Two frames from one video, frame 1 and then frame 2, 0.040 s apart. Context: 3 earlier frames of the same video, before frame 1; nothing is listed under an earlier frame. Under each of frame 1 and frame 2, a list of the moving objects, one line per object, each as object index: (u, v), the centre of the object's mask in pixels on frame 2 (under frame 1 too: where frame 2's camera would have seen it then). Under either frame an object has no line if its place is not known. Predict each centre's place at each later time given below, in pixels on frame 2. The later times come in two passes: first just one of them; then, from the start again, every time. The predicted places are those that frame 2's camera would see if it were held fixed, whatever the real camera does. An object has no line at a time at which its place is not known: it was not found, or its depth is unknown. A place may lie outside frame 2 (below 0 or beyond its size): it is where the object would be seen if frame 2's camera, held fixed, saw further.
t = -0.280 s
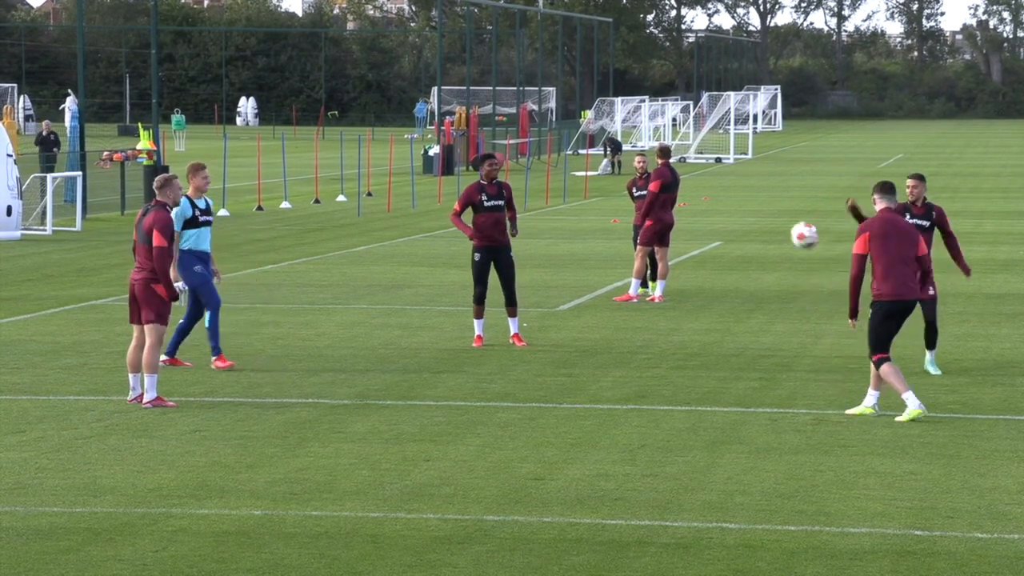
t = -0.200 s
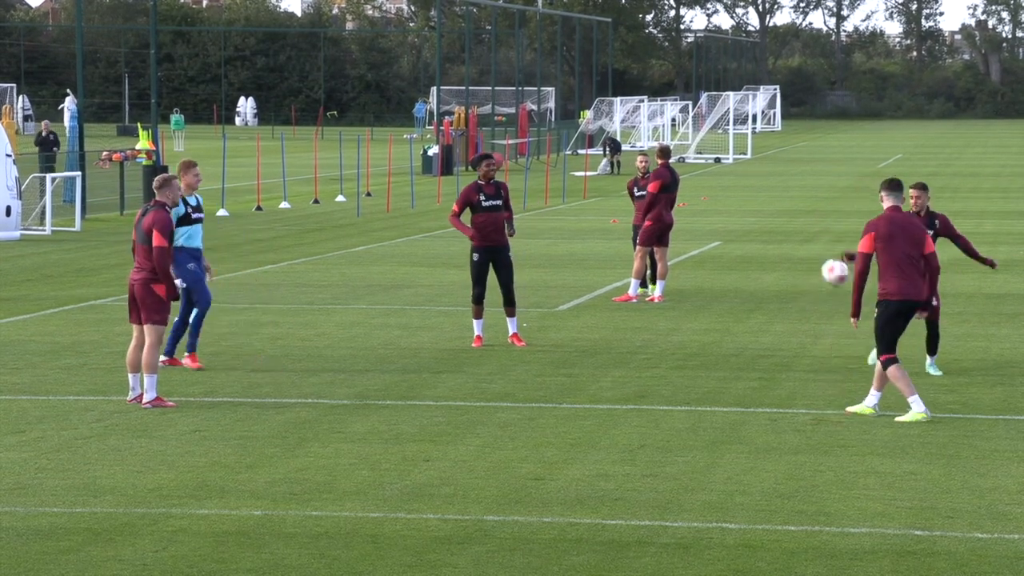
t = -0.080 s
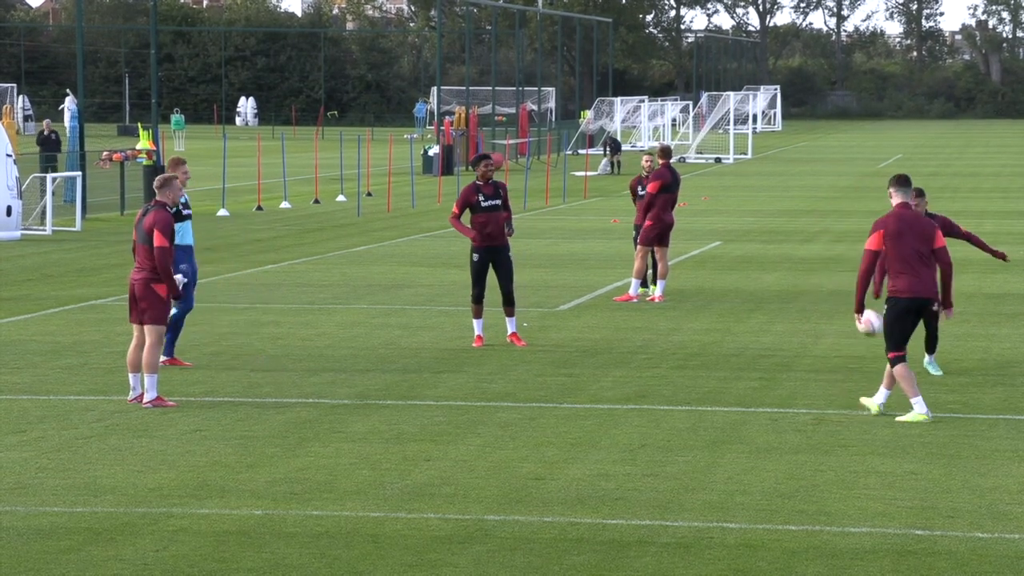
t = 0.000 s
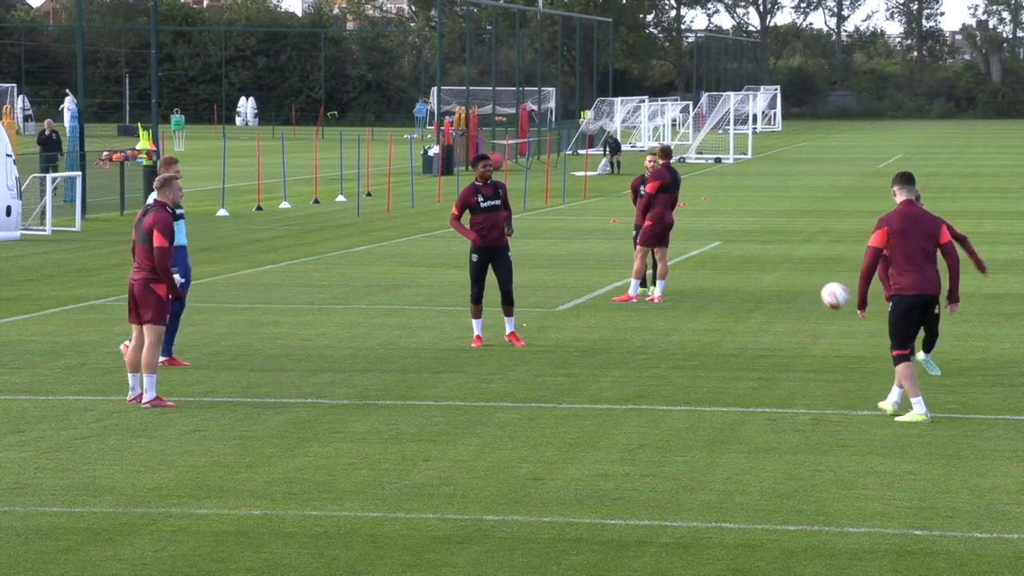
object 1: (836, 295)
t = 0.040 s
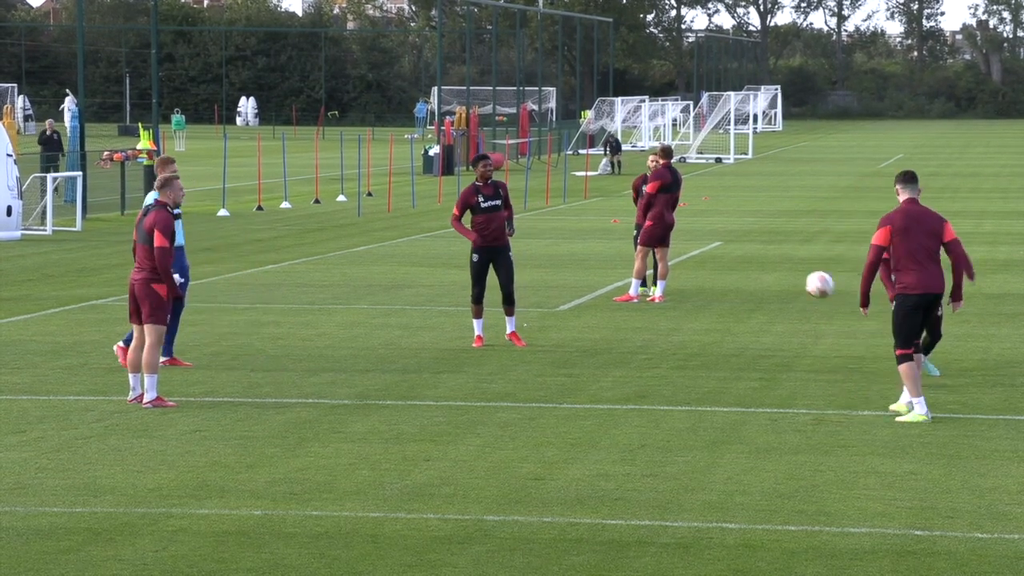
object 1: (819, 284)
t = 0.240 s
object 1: (734, 259)
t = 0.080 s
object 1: (802, 275)
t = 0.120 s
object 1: (786, 268)
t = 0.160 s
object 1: (768, 263)
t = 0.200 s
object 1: (752, 260)
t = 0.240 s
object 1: (734, 259)
